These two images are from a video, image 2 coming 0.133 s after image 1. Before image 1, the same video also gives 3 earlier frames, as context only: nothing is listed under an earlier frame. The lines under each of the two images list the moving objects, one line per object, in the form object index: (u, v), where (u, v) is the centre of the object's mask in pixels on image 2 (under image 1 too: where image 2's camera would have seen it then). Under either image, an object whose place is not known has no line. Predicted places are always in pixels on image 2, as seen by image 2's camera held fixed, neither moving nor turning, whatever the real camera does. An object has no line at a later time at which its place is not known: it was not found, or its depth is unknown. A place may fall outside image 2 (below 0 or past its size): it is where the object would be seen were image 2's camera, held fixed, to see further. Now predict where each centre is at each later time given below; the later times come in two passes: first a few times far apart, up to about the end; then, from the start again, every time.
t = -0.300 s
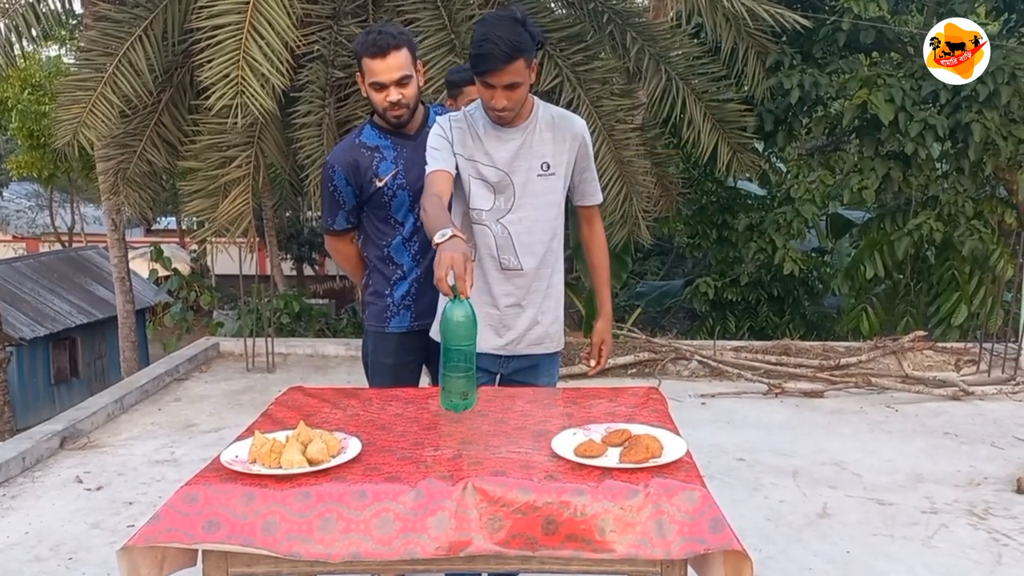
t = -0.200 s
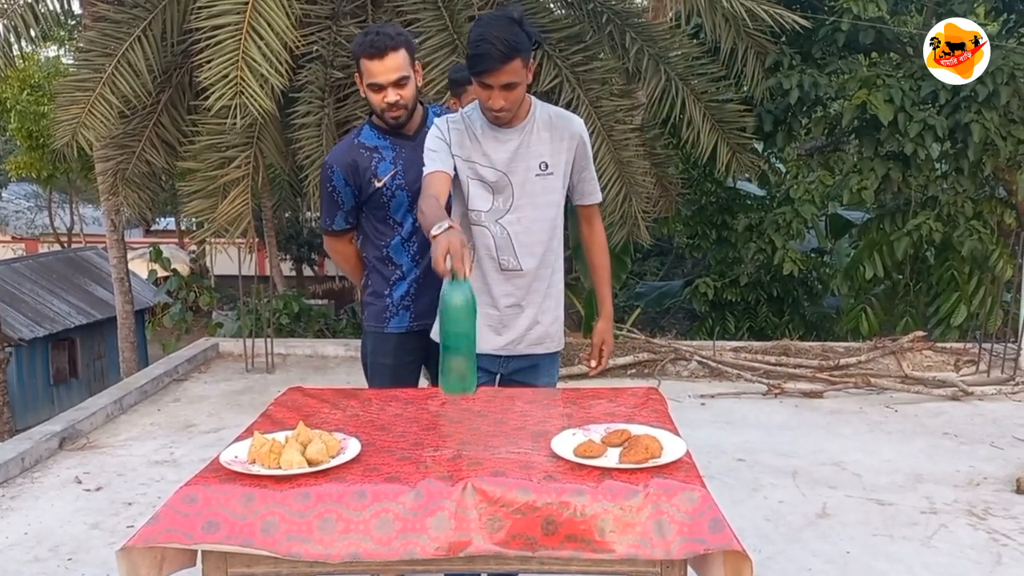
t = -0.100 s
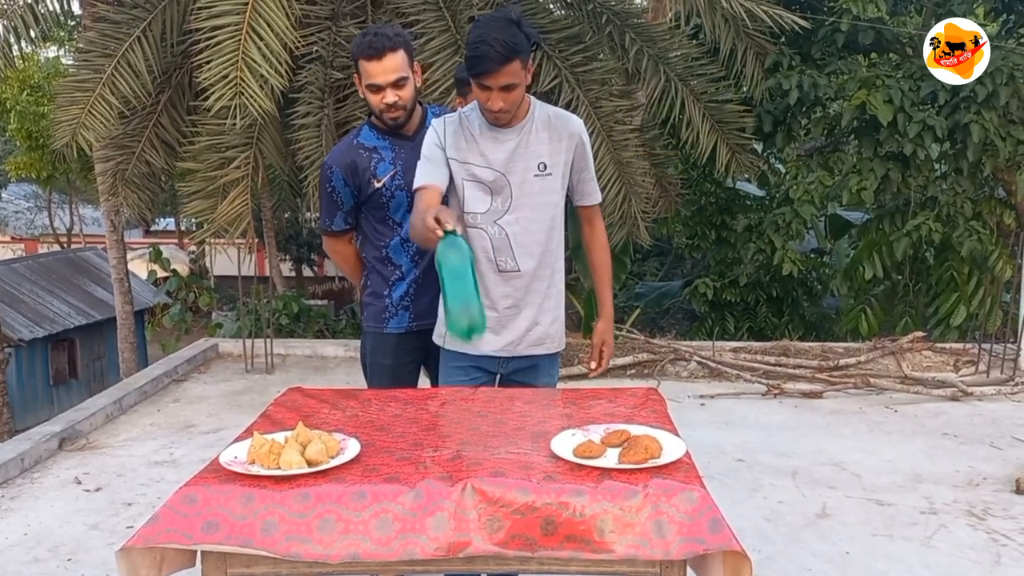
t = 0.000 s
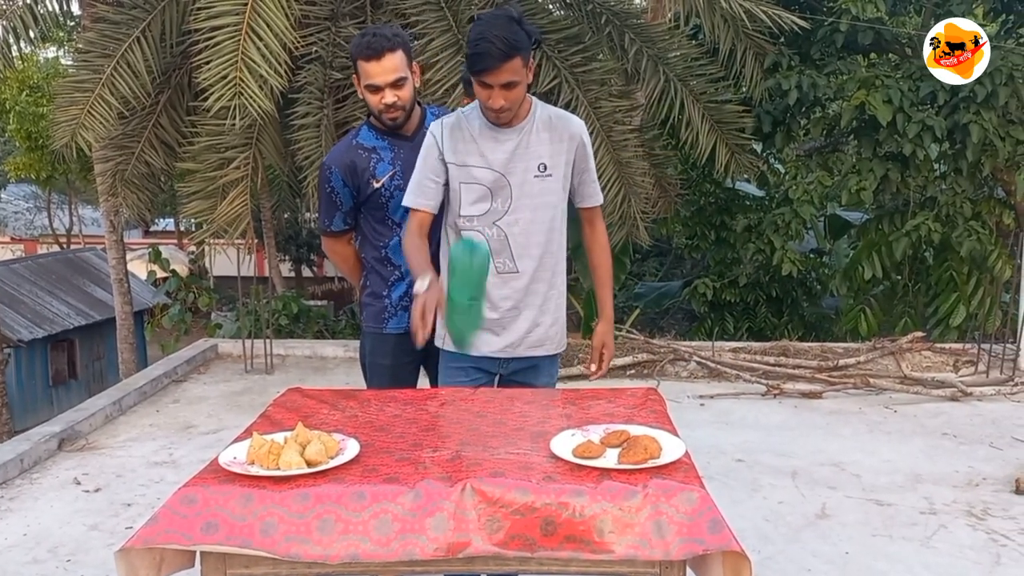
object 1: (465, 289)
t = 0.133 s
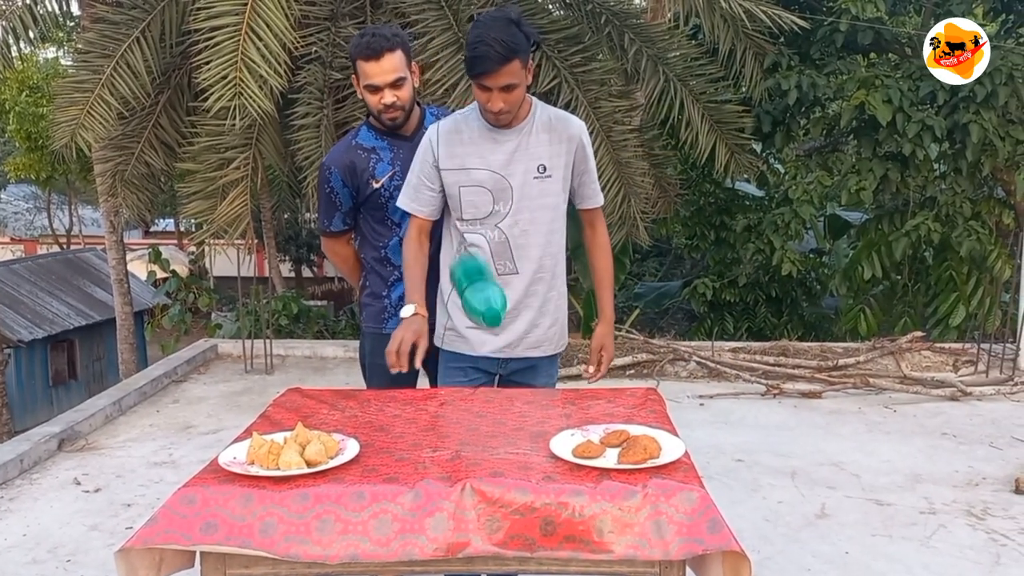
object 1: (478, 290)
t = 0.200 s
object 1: (483, 323)
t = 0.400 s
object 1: (487, 455)
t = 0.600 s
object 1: (483, 460)
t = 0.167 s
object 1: (479, 304)
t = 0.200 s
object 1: (483, 323)
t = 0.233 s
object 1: (483, 354)
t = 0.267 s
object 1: (485, 388)
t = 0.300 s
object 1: (487, 410)
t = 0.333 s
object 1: (486, 430)
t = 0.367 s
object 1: (485, 454)
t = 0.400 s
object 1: (487, 455)
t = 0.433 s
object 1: (486, 457)
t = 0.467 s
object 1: (485, 460)
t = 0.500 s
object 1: (484, 460)
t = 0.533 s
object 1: (483, 460)
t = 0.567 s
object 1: (483, 460)
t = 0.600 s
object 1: (483, 460)
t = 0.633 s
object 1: (484, 460)
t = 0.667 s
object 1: (484, 461)
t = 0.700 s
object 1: (485, 461)
